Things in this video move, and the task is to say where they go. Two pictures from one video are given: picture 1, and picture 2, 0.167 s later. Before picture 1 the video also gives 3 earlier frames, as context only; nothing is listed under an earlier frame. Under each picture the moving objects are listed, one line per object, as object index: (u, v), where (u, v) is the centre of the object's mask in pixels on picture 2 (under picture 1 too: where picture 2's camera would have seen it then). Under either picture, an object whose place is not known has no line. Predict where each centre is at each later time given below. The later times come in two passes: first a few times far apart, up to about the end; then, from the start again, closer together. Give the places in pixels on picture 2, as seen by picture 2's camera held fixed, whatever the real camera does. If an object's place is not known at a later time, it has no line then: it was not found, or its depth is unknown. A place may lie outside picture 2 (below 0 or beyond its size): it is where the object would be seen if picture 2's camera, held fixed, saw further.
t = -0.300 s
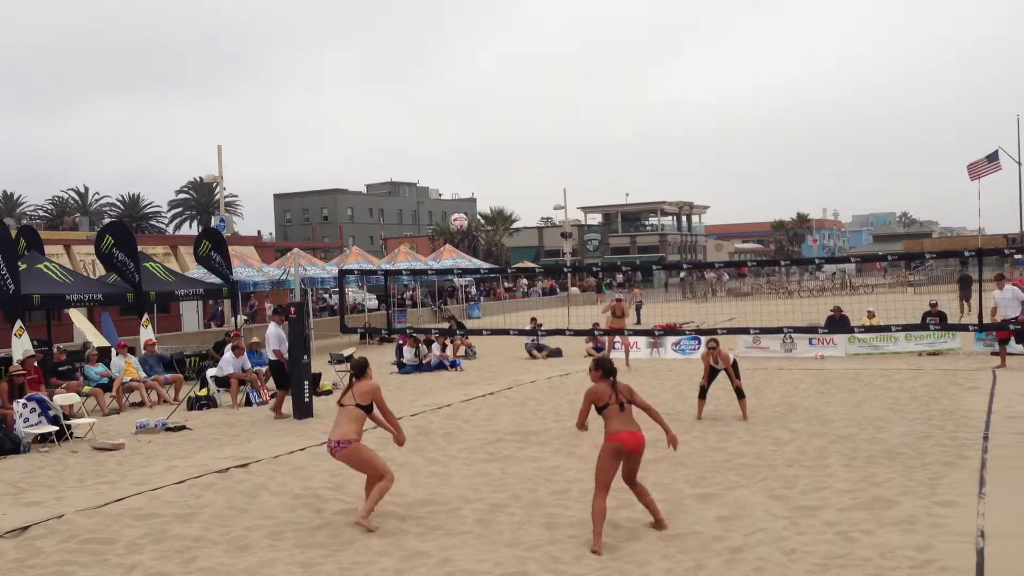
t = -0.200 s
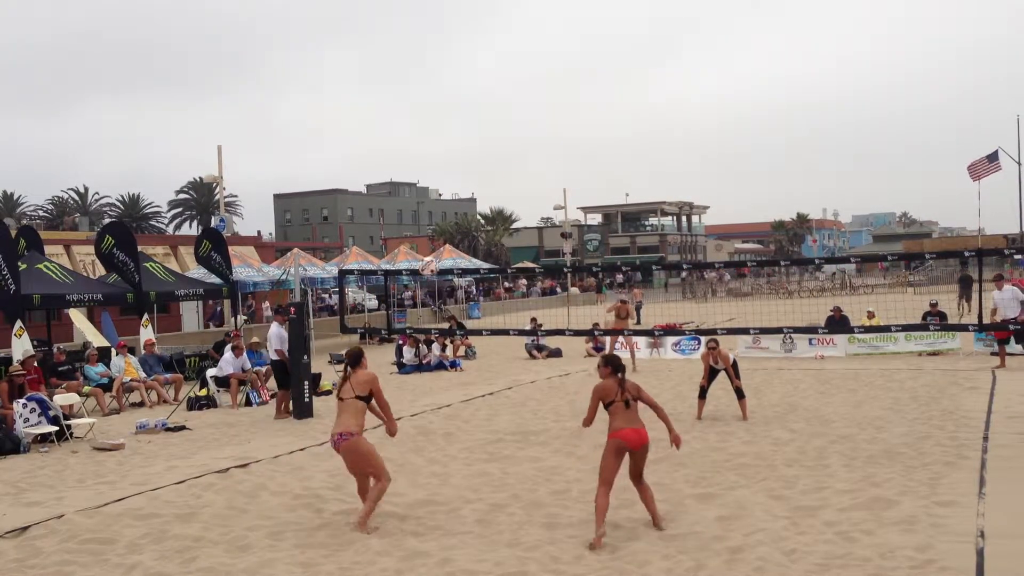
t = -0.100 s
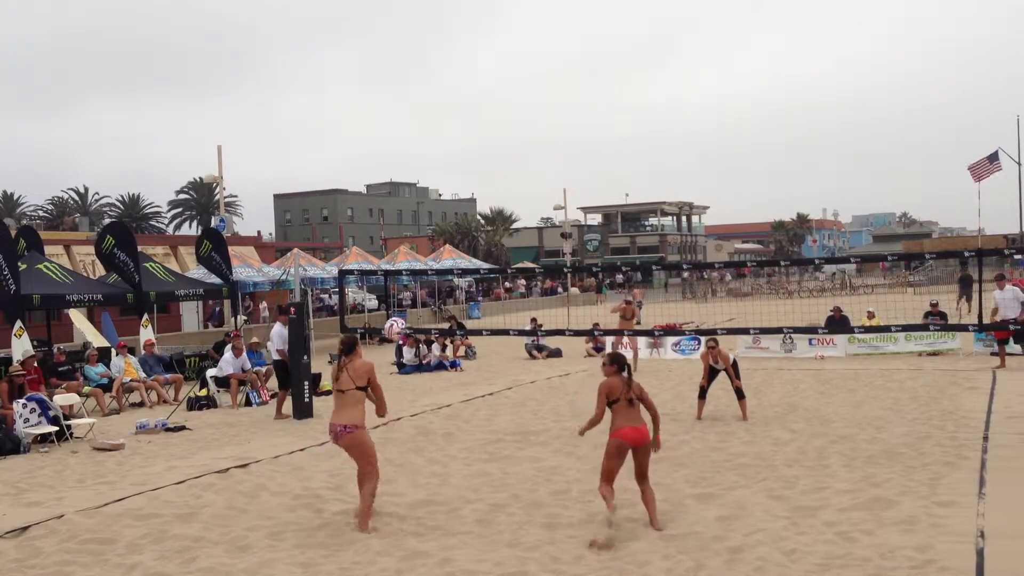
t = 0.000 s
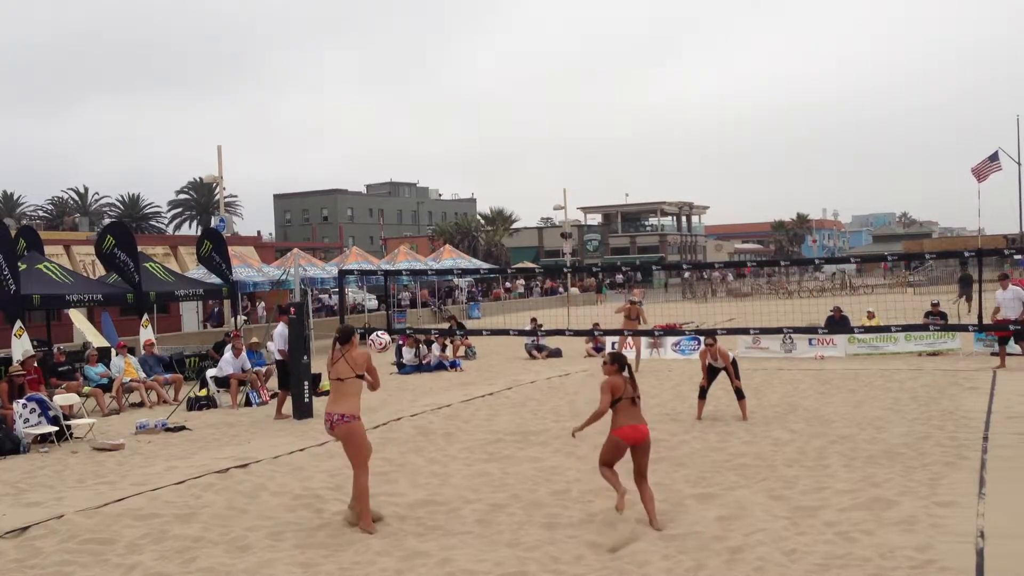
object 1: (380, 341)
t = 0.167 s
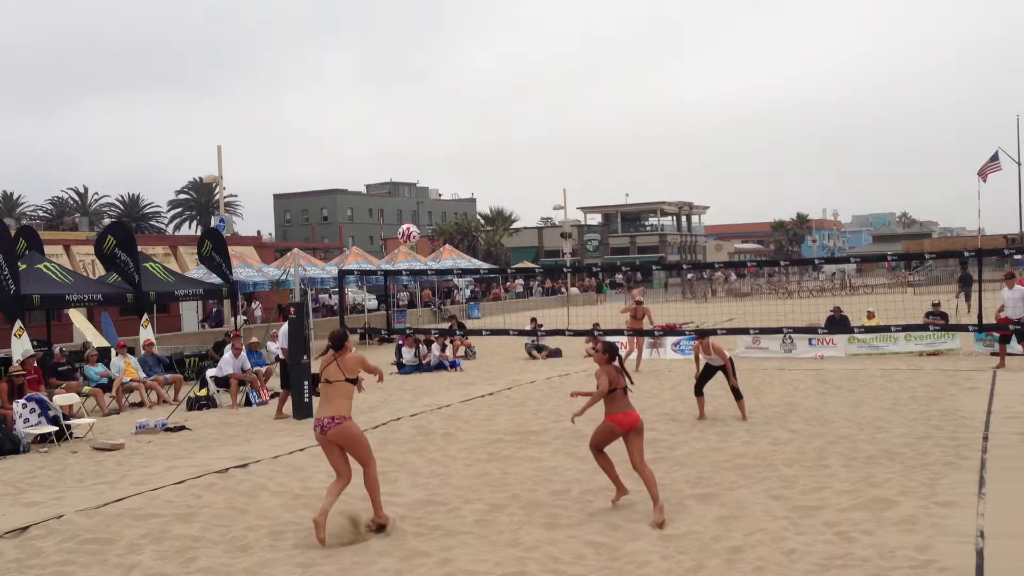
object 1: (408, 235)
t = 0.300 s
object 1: (431, 172)
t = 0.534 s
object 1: (467, 107)
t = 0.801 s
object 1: (507, 99)
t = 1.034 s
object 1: (538, 146)
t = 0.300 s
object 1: (431, 172)
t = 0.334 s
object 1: (437, 159)
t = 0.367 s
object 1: (442, 148)
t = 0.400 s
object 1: (447, 137)
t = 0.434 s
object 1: (452, 128)
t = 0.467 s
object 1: (457, 120)
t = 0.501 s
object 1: (463, 113)
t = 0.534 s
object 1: (467, 107)
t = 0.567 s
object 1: (472, 103)
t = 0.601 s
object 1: (478, 99)
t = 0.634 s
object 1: (483, 96)
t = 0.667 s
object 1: (487, 95)
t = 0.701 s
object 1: (492, 94)
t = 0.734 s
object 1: (497, 95)
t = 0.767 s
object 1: (502, 96)
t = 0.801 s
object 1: (507, 99)
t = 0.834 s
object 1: (511, 104)
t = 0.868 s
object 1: (516, 107)
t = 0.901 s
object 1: (521, 114)
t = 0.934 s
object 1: (525, 120)
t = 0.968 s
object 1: (530, 128)
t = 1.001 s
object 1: (534, 136)
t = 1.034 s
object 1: (538, 146)
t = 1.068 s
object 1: (543, 155)
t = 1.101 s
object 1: (547, 167)
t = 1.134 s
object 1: (550, 179)
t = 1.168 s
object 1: (555, 193)
